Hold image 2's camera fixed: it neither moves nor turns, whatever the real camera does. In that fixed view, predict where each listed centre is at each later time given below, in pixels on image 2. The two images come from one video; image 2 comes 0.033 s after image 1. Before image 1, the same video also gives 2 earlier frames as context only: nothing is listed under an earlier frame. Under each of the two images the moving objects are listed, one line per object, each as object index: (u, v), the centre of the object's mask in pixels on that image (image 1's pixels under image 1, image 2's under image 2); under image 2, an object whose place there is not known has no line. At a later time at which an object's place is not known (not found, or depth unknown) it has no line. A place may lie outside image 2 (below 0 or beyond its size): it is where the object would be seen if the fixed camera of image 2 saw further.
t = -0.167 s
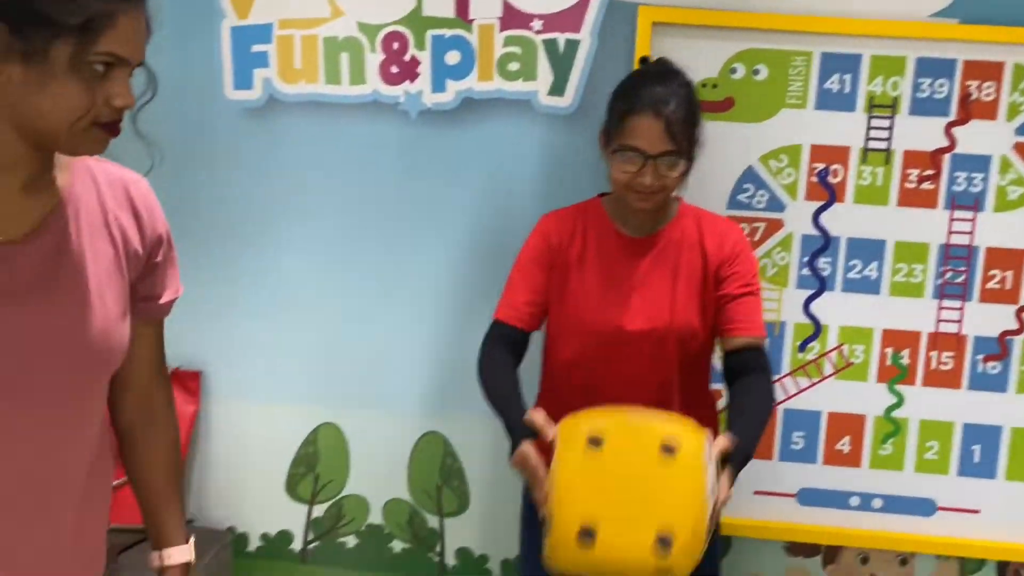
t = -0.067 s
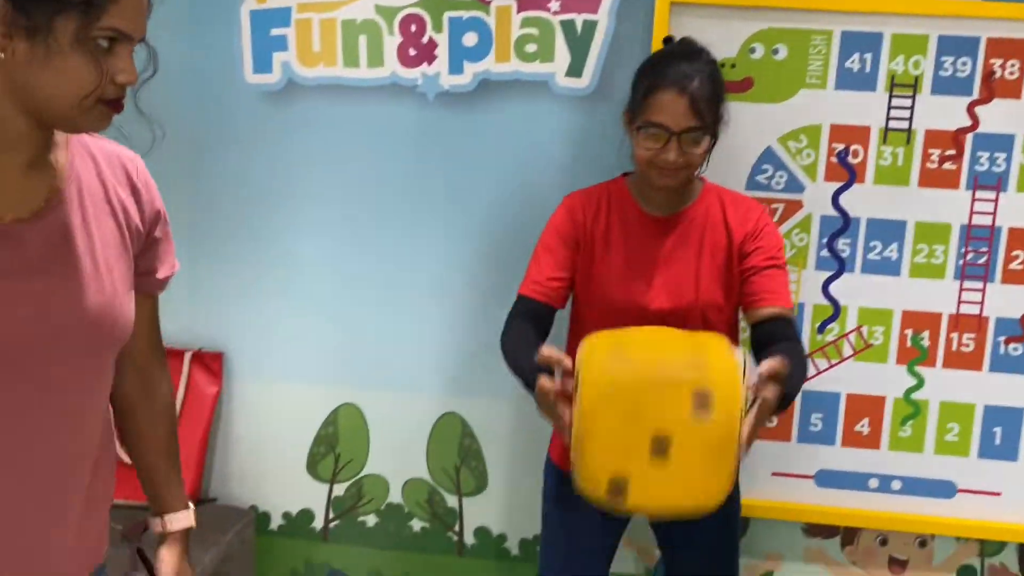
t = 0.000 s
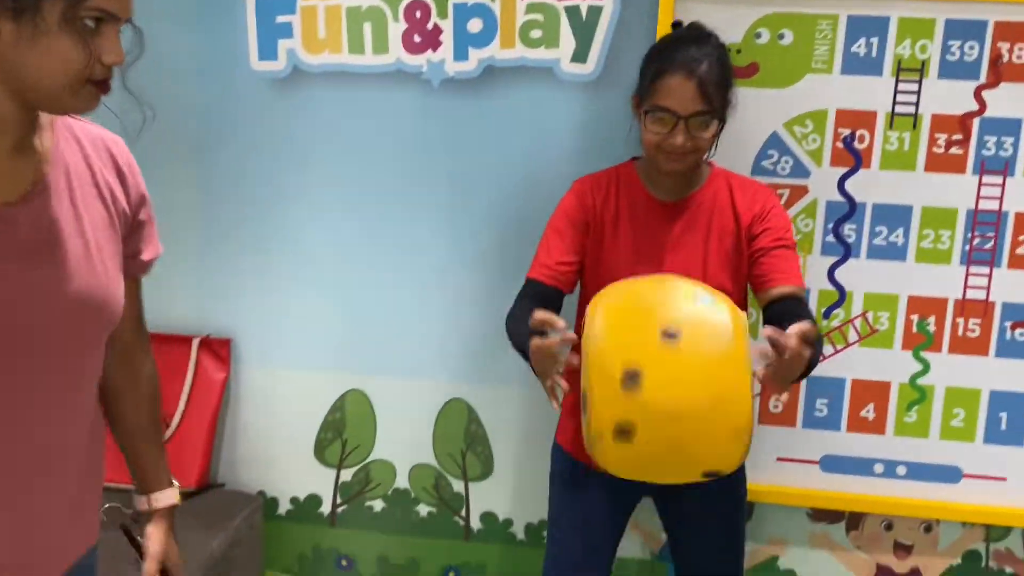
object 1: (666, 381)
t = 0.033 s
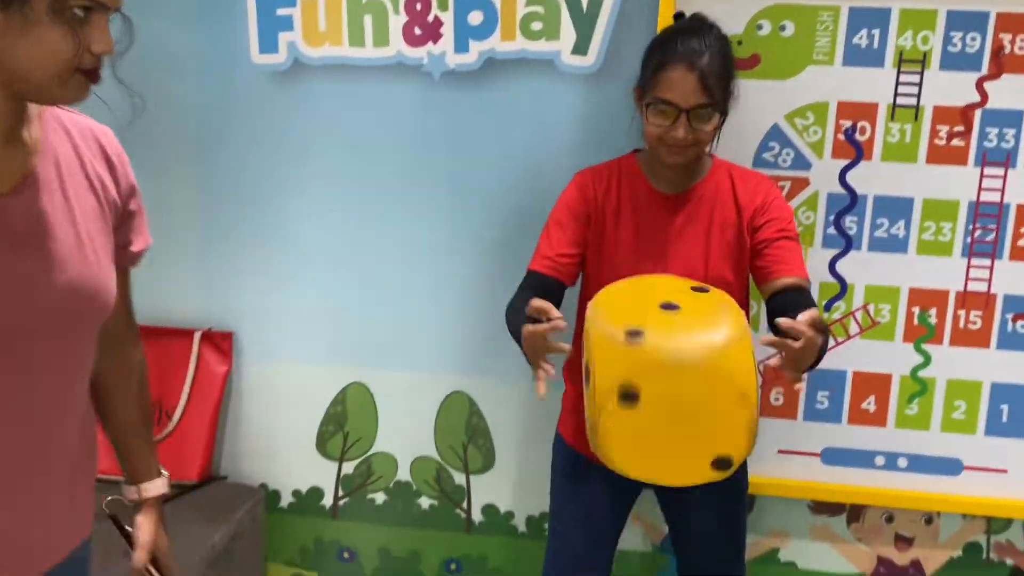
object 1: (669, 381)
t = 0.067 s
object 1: (670, 399)
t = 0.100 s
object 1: (670, 424)
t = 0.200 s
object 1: (665, 564)
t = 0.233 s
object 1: (662, 605)
